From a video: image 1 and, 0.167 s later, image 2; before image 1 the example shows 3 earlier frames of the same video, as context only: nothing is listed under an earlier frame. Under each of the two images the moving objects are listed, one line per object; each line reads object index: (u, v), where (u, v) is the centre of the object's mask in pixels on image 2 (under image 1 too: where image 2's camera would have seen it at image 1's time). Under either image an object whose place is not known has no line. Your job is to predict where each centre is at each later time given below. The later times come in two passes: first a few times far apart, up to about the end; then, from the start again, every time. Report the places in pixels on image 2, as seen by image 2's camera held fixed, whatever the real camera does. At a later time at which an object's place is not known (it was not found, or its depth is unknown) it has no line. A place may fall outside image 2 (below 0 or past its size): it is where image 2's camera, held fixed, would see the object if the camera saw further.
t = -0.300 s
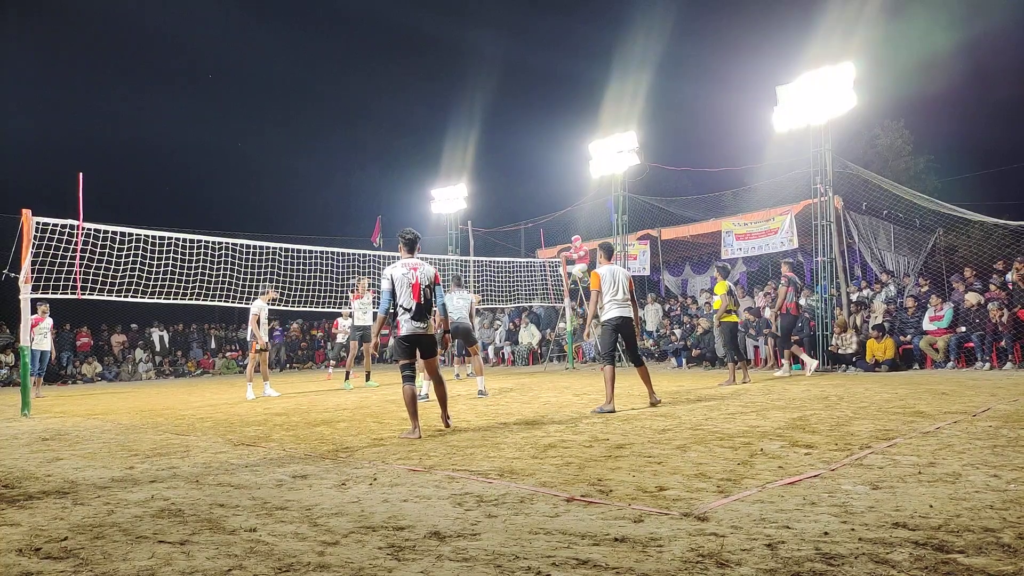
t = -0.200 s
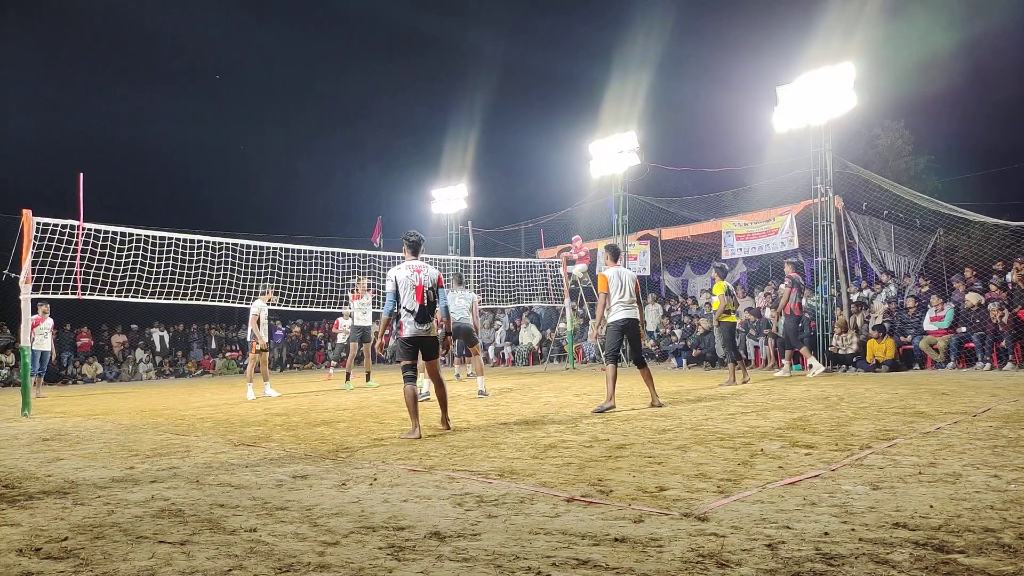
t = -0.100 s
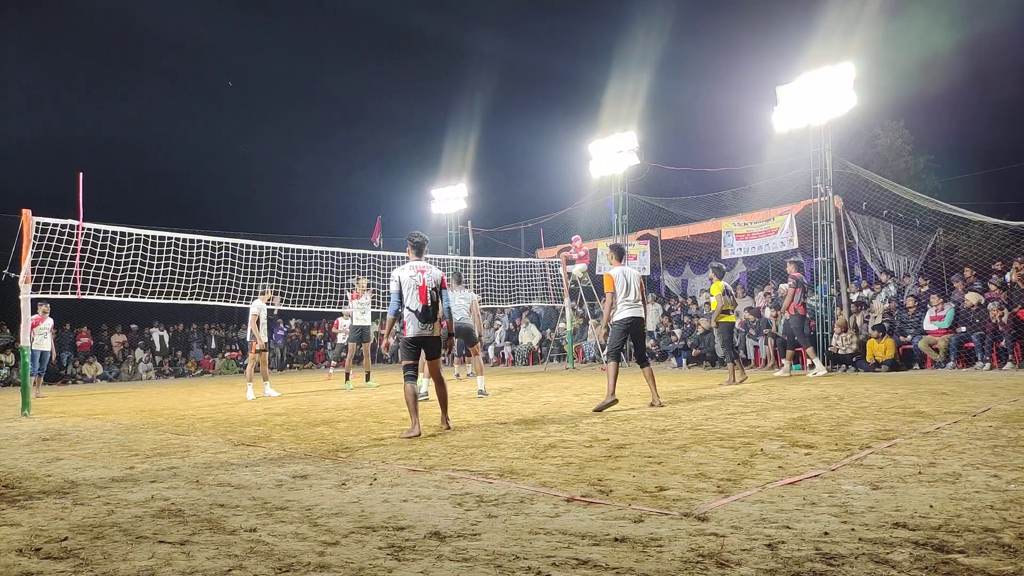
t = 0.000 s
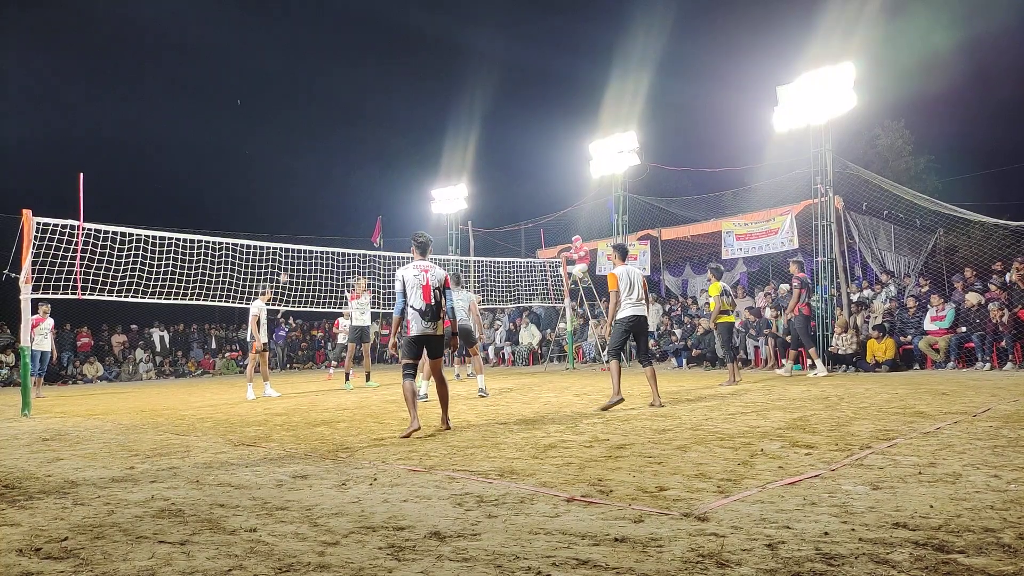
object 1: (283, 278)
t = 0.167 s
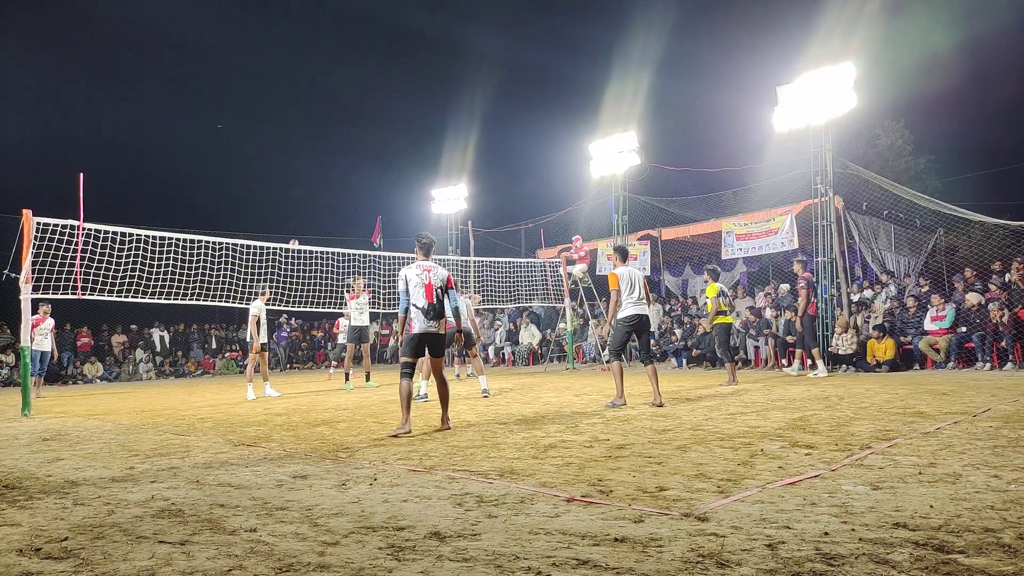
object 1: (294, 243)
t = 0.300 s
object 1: (301, 222)
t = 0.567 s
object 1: (322, 195)
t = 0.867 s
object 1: (352, 200)
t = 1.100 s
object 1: (387, 244)
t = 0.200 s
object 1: (295, 238)
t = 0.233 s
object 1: (297, 232)
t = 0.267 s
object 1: (298, 227)
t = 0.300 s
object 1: (301, 222)
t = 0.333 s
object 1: (303, 217)
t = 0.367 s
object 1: (305, 213)
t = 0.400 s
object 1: (308, 209)
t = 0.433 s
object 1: (310, 205)
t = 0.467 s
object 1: (313, 202)
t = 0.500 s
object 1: (316, 199)
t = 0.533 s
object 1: (319, 197)
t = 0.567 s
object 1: (322, 195)
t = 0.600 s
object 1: (325, 193)
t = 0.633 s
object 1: (328, 192)
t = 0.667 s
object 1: (331, 192)
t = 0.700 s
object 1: (335, 192)
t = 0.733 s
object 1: (338, 192)
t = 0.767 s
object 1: (341, 193)
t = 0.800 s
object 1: (345, 195)
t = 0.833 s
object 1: (348, 197)
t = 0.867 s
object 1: (352, 200)
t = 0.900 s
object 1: (356, 204)
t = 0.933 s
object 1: (361, 208)
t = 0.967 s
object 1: (365, 214)
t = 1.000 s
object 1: (370, 220)
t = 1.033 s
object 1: (376, 227)
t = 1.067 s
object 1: (382, 236)
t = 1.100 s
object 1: (387, 244)
